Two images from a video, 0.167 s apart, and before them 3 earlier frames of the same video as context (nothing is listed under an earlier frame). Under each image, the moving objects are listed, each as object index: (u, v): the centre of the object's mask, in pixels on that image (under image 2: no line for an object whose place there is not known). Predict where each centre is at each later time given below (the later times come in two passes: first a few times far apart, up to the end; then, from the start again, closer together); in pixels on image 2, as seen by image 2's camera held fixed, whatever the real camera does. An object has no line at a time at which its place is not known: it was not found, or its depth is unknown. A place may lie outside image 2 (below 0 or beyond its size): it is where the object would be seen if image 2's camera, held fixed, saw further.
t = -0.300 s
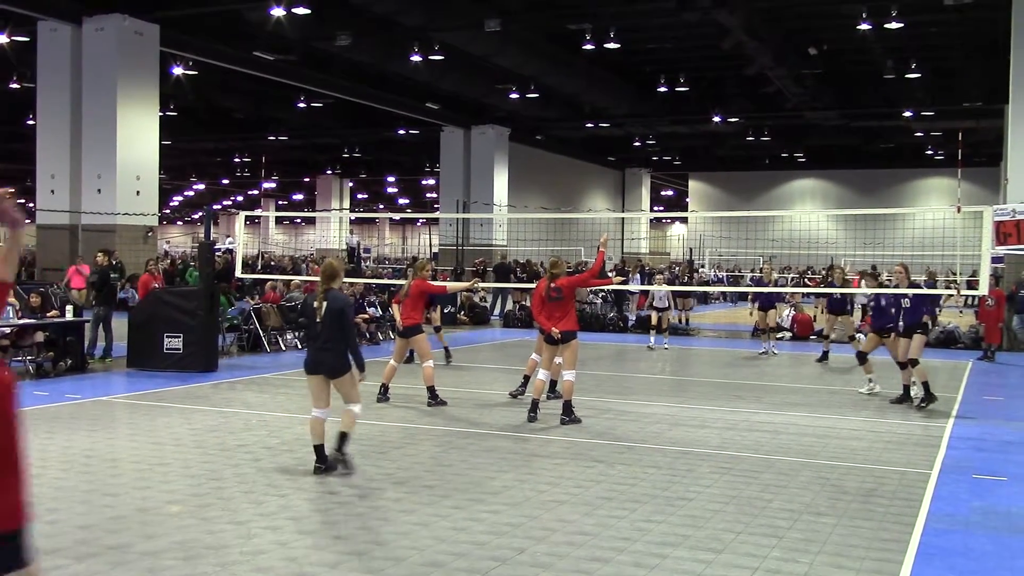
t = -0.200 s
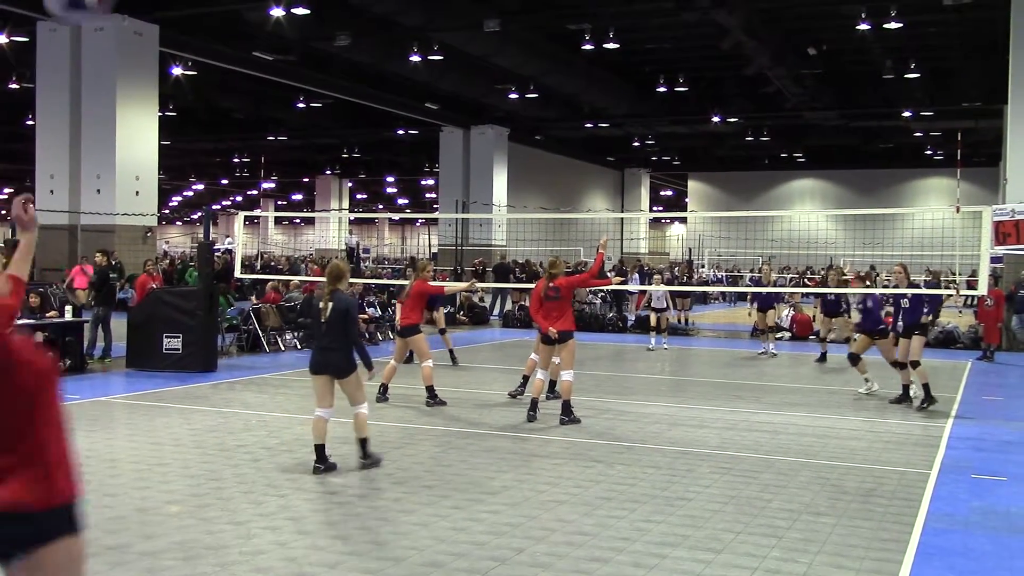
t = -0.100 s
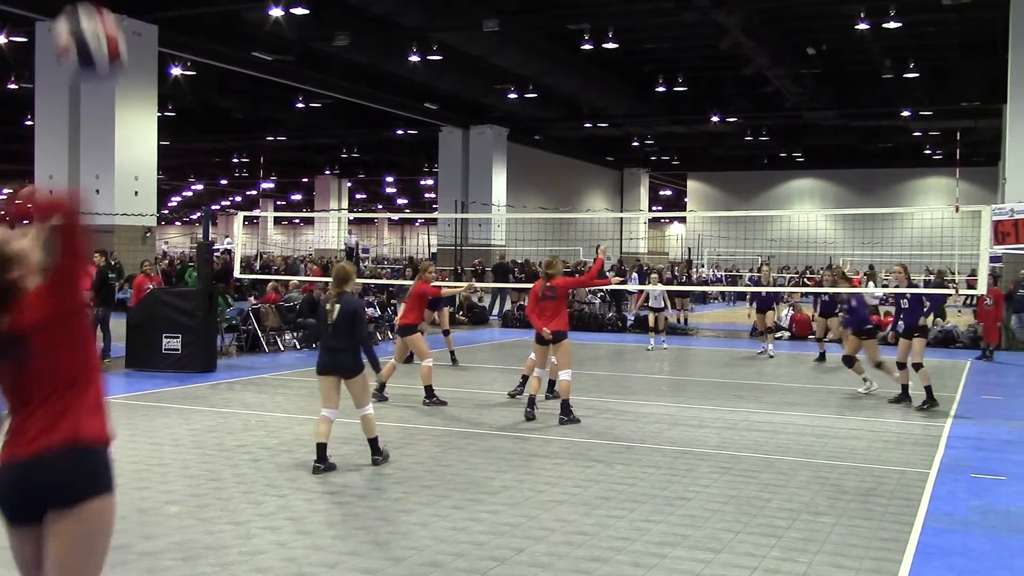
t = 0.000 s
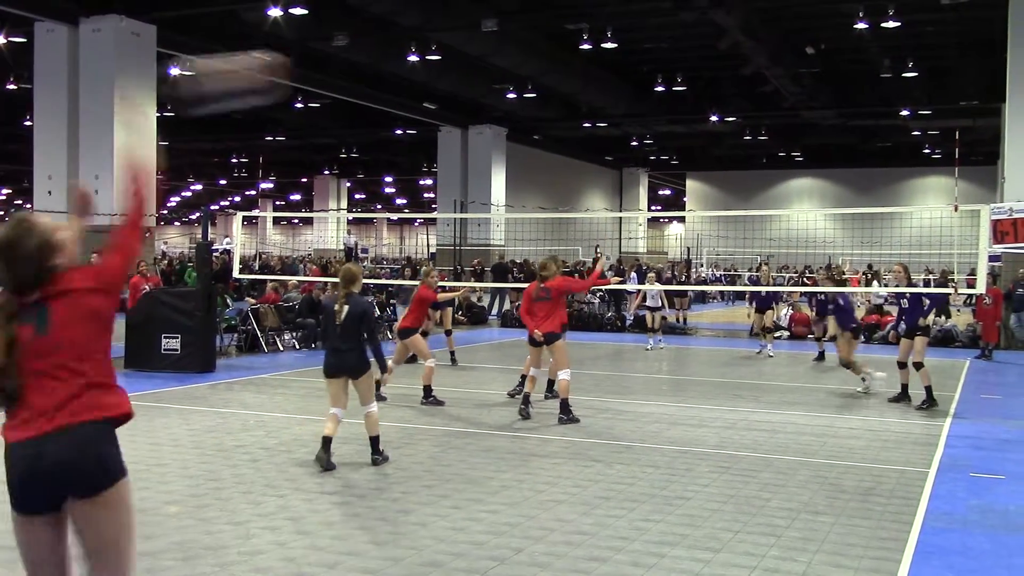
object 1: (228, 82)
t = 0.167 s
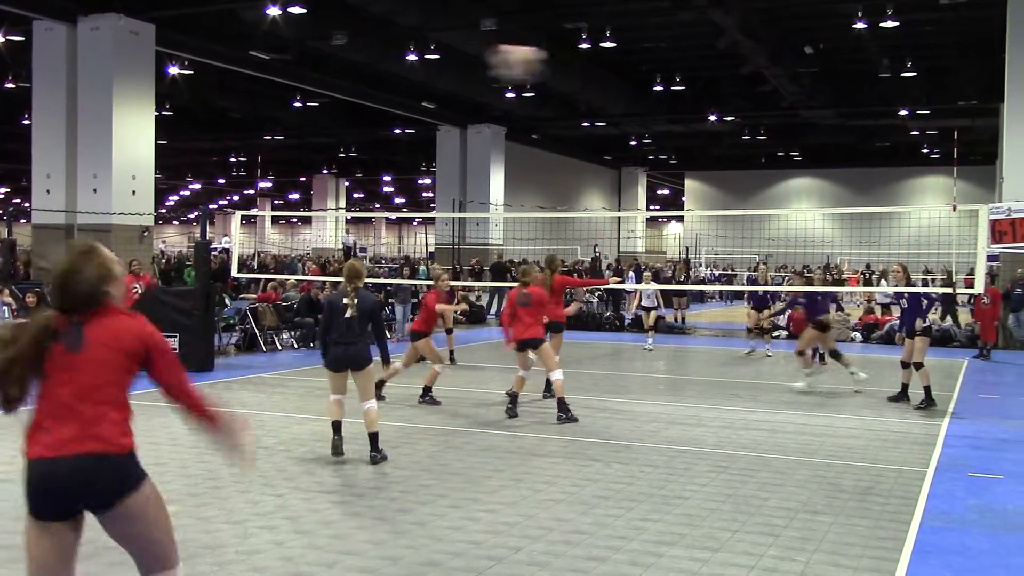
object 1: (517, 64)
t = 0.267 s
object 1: (606, 73)
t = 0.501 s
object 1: (721, 123)
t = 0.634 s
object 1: (758, 162)
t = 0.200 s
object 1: (551, 66)
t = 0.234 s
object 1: (580, 69)
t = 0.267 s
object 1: (606, 73)
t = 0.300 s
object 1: (629, 78)
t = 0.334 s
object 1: (649, 83)
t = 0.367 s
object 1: (667, 90)
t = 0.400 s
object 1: (683, 98)
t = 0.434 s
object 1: (697, 105)
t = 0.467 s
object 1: (710, 114)
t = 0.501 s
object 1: (721, 123)
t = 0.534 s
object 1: (731, 132)
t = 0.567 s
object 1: (740, 142)
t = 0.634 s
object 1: (758, 162)
